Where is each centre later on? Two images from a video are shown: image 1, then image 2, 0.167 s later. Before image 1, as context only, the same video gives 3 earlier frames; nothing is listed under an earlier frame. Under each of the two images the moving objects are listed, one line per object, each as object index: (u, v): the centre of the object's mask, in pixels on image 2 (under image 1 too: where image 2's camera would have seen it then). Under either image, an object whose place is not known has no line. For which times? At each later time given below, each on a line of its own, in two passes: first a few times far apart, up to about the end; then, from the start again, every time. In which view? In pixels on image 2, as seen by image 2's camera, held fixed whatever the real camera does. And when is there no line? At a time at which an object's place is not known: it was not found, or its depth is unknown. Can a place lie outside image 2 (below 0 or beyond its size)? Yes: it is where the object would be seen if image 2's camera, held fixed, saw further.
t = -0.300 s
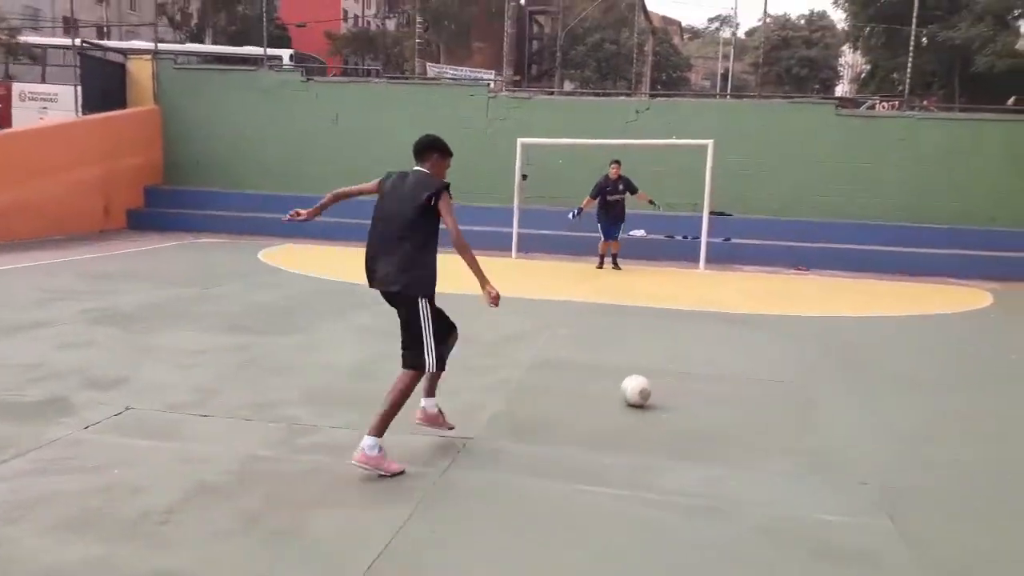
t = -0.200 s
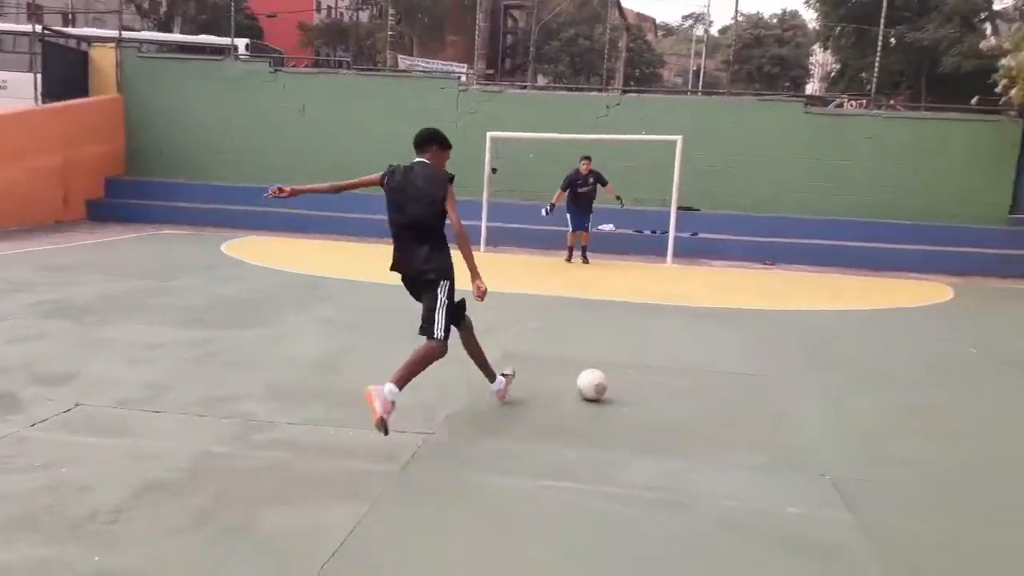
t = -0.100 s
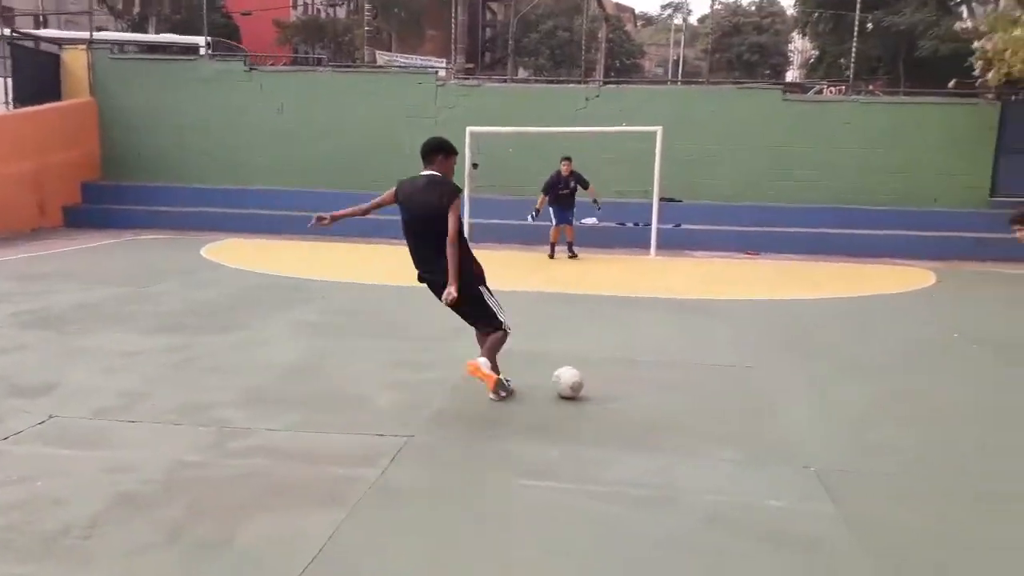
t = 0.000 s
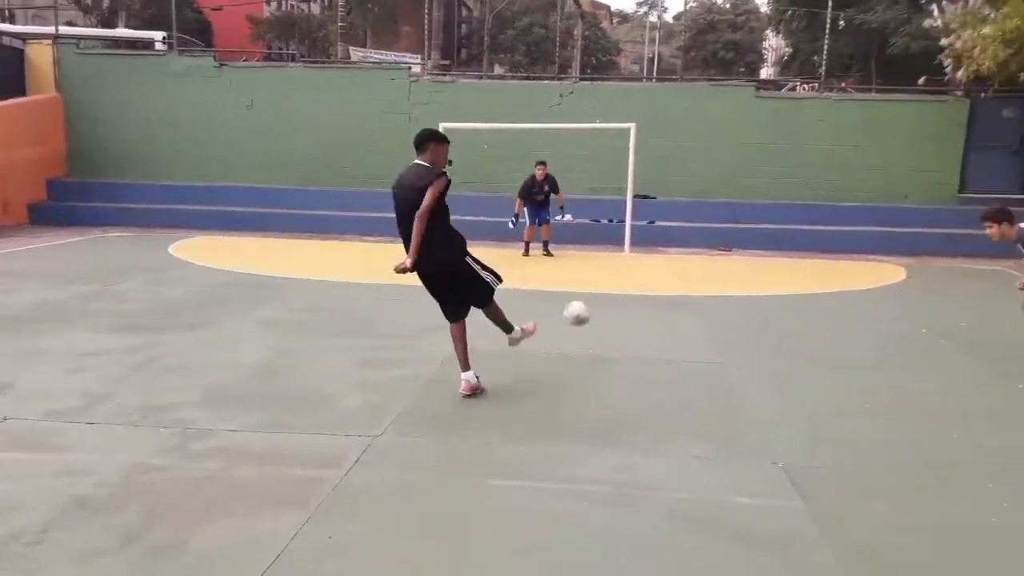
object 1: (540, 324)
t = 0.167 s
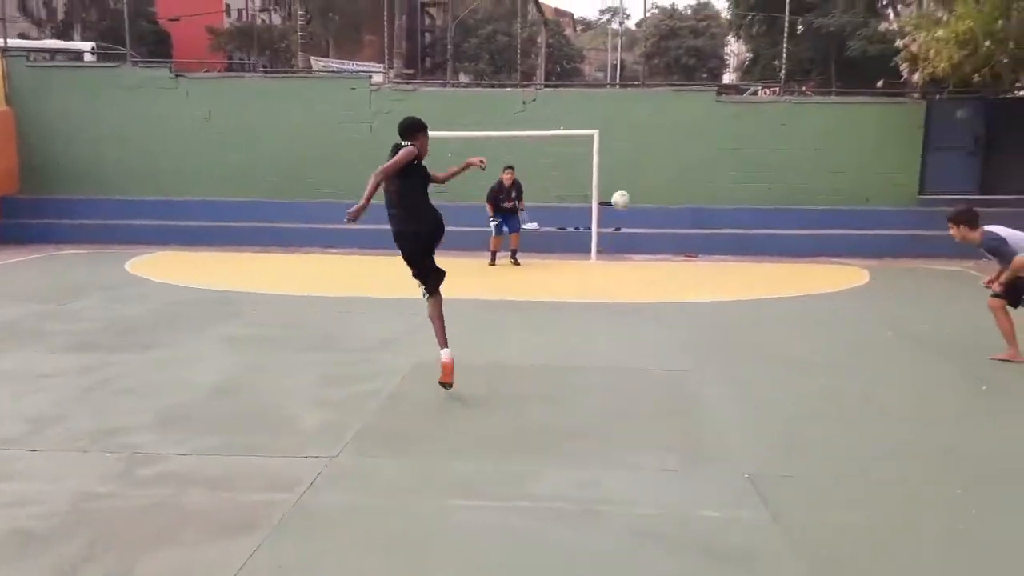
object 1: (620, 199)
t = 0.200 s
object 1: (630, 185)
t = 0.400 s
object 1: (667, 139)
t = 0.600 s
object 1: (691, 133)
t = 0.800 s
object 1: (725, 161)
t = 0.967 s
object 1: (765, 214)
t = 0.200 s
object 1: (630, 185)
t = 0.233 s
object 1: (638, 173)
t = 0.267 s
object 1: (646, 164)
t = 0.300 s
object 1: (652, 156)
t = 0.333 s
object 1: (658, 149)
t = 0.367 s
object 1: (663, 144)
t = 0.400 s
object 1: (667, 139)
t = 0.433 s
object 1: (671, 135)
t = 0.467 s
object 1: (675, 133)
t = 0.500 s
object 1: (678, 132)
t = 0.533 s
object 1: (682, 131)
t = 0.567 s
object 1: (686, 132)
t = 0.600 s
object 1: (691, 133)
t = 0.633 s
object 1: (696, 135)
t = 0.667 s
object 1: (701, 139)
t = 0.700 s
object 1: (706, 143)
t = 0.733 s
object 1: (712, 148)
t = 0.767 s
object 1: (718, 154)
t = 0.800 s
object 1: (725, 161)
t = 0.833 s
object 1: (732, 169)
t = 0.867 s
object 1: (740, 179)
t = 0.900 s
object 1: (747, 189)
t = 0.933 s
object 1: (756, 200)
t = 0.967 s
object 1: (765, 214)
